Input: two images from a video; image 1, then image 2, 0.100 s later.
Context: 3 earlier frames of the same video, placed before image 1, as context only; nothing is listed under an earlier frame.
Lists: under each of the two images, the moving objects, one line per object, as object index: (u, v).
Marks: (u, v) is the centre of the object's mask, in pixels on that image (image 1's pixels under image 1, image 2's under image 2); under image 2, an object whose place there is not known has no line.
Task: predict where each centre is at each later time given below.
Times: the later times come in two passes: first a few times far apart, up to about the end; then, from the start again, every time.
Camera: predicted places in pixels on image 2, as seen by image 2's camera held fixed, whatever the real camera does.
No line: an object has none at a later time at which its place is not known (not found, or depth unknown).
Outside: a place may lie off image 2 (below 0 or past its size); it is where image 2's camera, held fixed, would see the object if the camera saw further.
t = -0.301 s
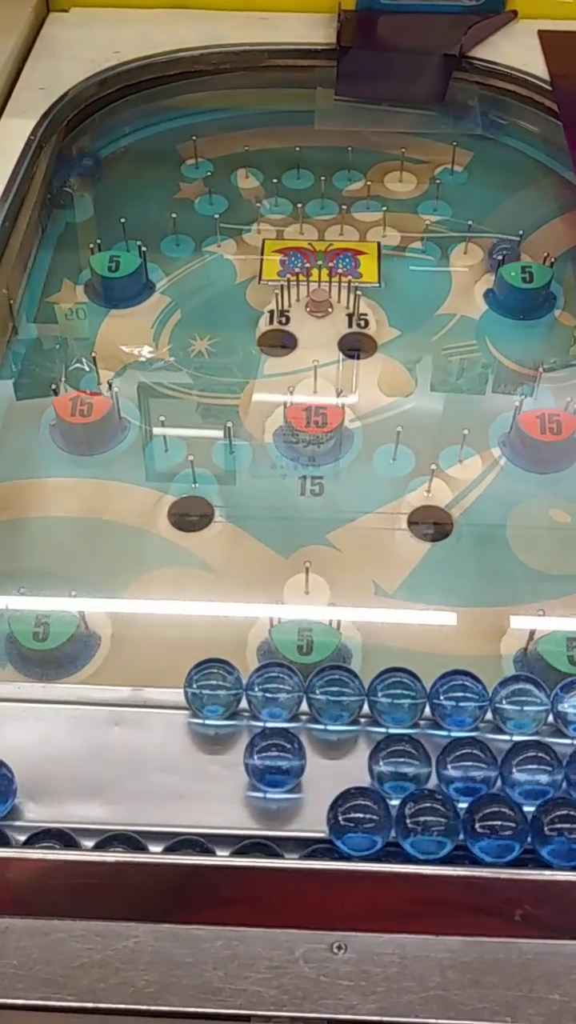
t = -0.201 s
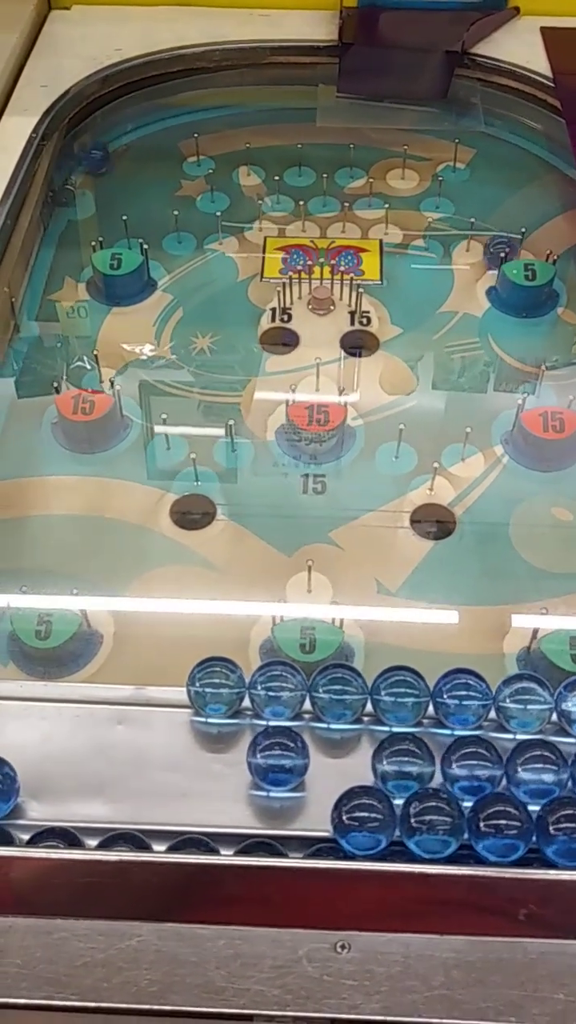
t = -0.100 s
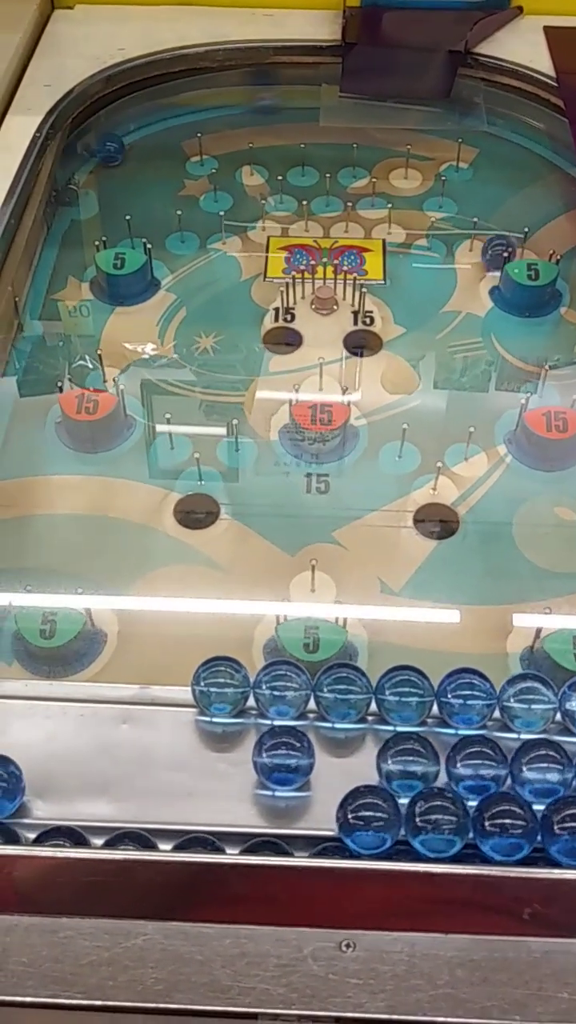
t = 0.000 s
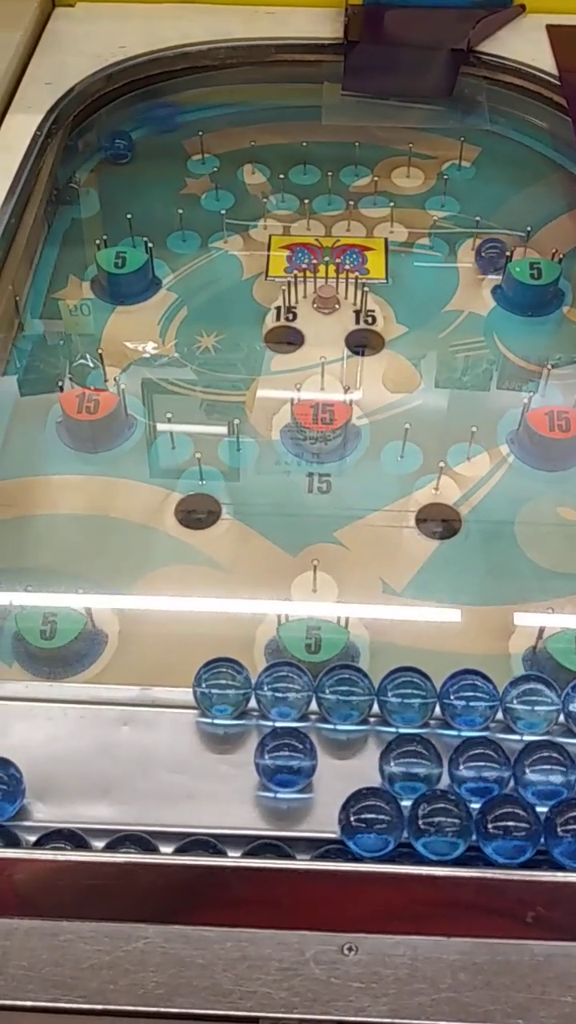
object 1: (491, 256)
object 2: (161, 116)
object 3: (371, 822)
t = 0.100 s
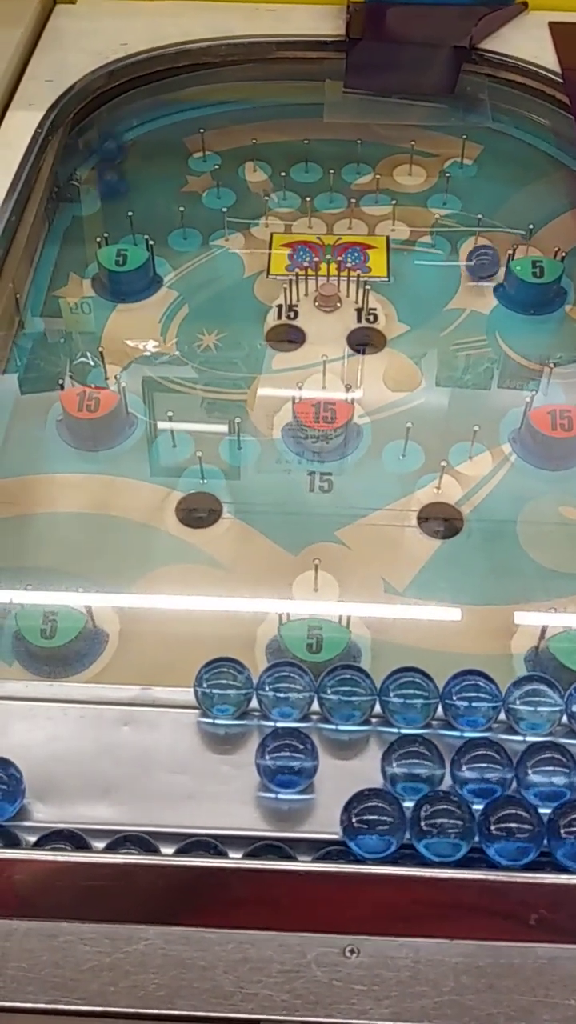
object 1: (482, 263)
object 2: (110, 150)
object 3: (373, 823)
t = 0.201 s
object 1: (473, 281)
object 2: (93, 156)
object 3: (373, 823)
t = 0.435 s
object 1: (453, 361)
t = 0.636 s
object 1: (436, 436)
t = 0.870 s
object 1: (407, 403)
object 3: (384, 823)
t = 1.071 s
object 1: (389, 425)
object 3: (384, 823)
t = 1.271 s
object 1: (359, 483)
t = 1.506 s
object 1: (368, 550)
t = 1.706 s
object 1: (451, 565)
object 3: (395, 823)
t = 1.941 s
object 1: (491, 604)
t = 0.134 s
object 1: (479, 268)
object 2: (96, 161)
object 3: (373, 823)
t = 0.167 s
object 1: (476, 274)
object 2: (90, 164)
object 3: (373, 823)
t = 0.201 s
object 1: (473, 281)
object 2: (93, 156)
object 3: (373, 823)
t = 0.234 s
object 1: (469, 289)
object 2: (98, 151)
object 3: (373, 823)
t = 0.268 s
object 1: (466, 299)
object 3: (372, 823)
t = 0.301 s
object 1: (463, 308)
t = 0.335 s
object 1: (460, 320)
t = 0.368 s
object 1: (457, 332)
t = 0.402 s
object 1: (455, 346)
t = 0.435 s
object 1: (453, 361)
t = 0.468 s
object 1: (451, 374)
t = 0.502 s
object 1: (446, 398)
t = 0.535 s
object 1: (444, 416)
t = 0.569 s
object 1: (442, 438)
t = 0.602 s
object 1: (439, 456)
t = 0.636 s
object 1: (436, 436)
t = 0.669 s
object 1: (431, 426)
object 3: (375, 822)
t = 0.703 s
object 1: (426, 416)
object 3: (376, 822)
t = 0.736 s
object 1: (422, 411)
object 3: (378, 823)
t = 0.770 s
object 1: (418, 407)
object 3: (379, 823)
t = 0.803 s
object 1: (414, 405)
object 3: (381, 823)
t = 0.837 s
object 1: (410, 403)
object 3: (383, 823)
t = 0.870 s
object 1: (407, 403)
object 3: (384, 823)
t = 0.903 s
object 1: (404, 404)
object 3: (384, 823)
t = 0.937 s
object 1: (401, 406)
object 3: (384, 824)
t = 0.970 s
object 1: (398, 410)
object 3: (384, 823)
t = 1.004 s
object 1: (394, 414)
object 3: (384, 823)
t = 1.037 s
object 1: (391, 419)
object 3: (384, 823)
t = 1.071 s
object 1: (389, 425)
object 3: (384, 823)
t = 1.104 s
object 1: (386, 432)
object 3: (384, 823)
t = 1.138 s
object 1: (382, 441)
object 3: (384, 823)
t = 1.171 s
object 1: (376, 448)
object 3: (384, 823)
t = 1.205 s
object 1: (371, 459)
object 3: (385, 823)
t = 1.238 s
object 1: (365, 470)
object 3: (385, 823)
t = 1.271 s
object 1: (359, 483)
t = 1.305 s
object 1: (352, 498)
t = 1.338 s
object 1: (346, 513)
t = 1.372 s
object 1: (340, 531)
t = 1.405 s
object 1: (334, 551)
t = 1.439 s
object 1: (338, 559)
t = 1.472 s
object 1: (353, 552)
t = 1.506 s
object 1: (368, 550)
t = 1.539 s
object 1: (381, 549)
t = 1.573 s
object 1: (395, 549)
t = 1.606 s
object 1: (409, 551)
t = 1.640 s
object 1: (424, 554)
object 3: (391, 823)
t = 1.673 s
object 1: (438, 559)
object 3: (393, 823)
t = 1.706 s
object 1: (451, 565)
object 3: (395, 823)
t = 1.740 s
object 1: (467, 572)
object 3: (398, 824)
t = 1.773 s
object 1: (482, 581)
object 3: (400, 824)
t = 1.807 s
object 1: (497, 591)
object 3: (403, 824)
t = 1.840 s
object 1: (511, 602)
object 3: (405, 824)
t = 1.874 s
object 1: (517, 609)
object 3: (407, 824)
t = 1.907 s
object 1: (503, 606)
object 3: (407, 824)
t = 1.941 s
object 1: (491, 604)
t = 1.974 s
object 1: (480, 602)
